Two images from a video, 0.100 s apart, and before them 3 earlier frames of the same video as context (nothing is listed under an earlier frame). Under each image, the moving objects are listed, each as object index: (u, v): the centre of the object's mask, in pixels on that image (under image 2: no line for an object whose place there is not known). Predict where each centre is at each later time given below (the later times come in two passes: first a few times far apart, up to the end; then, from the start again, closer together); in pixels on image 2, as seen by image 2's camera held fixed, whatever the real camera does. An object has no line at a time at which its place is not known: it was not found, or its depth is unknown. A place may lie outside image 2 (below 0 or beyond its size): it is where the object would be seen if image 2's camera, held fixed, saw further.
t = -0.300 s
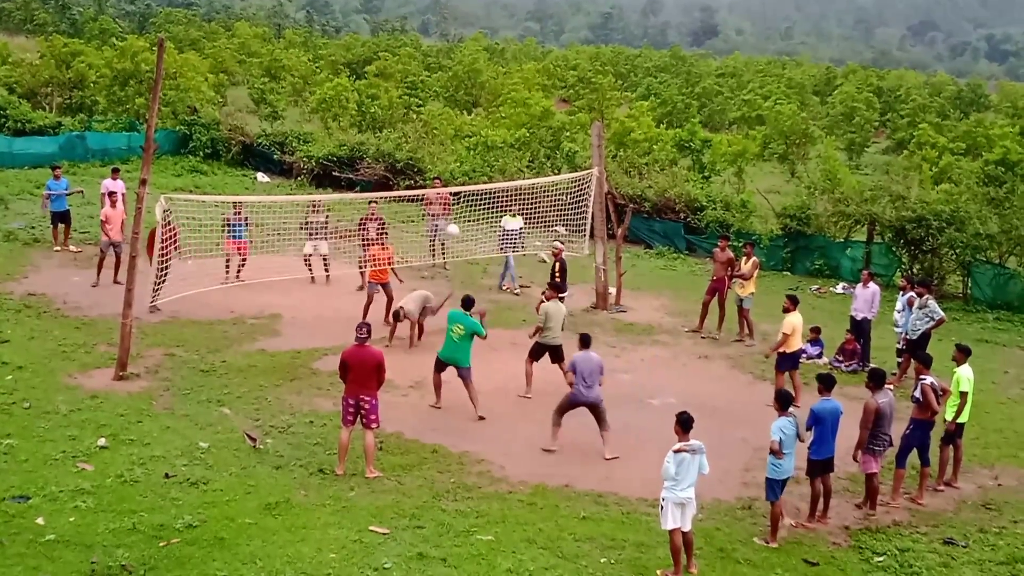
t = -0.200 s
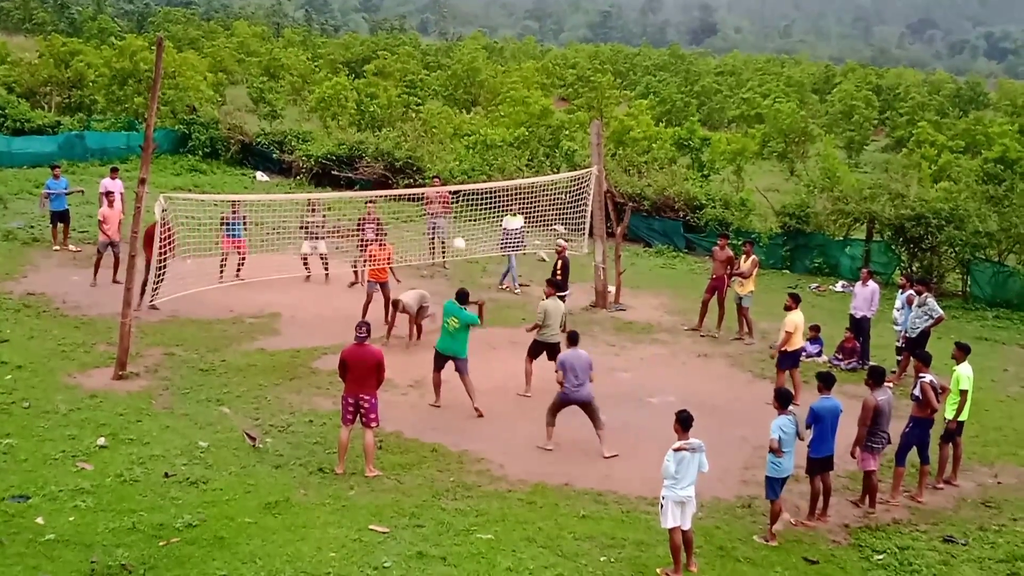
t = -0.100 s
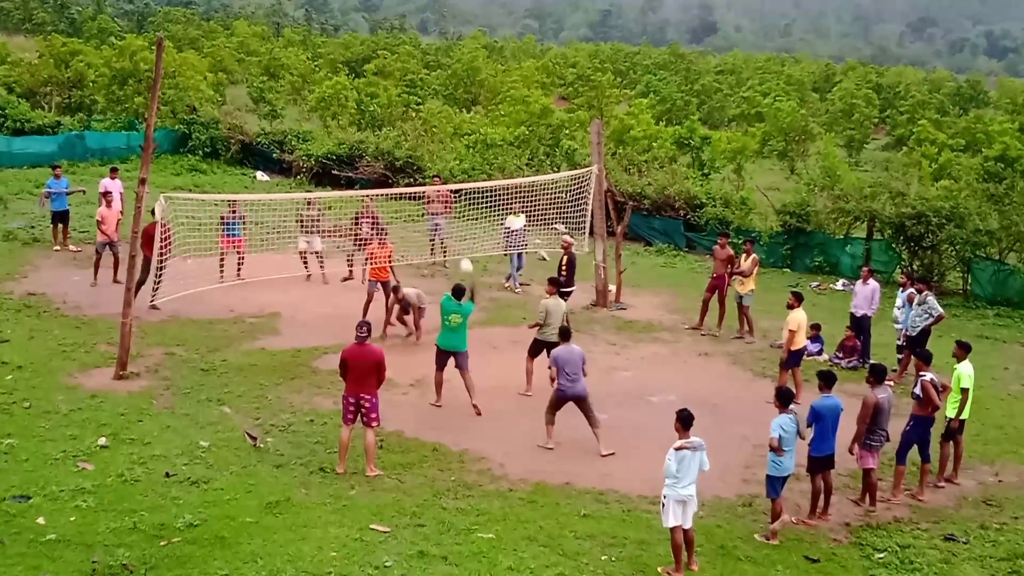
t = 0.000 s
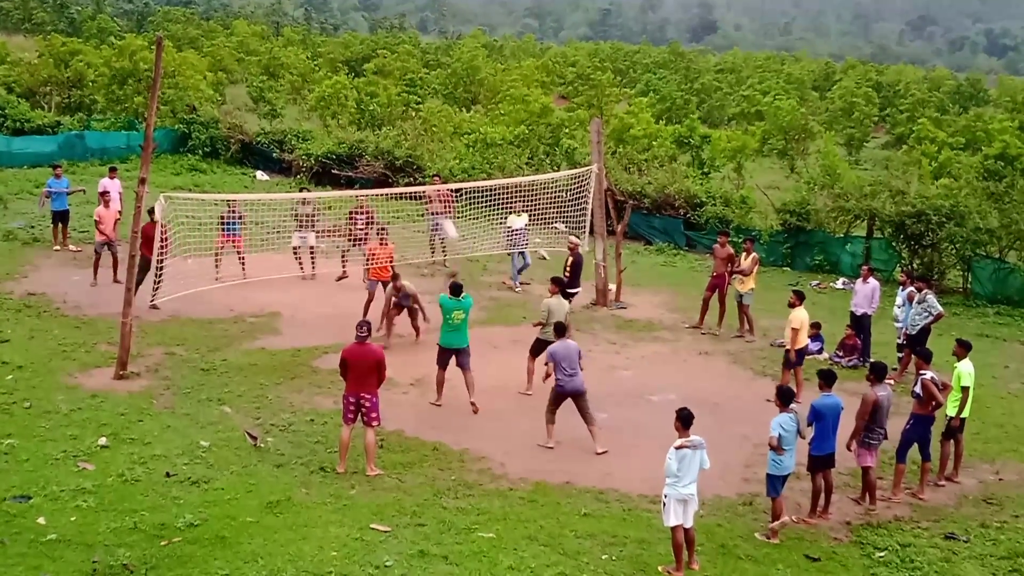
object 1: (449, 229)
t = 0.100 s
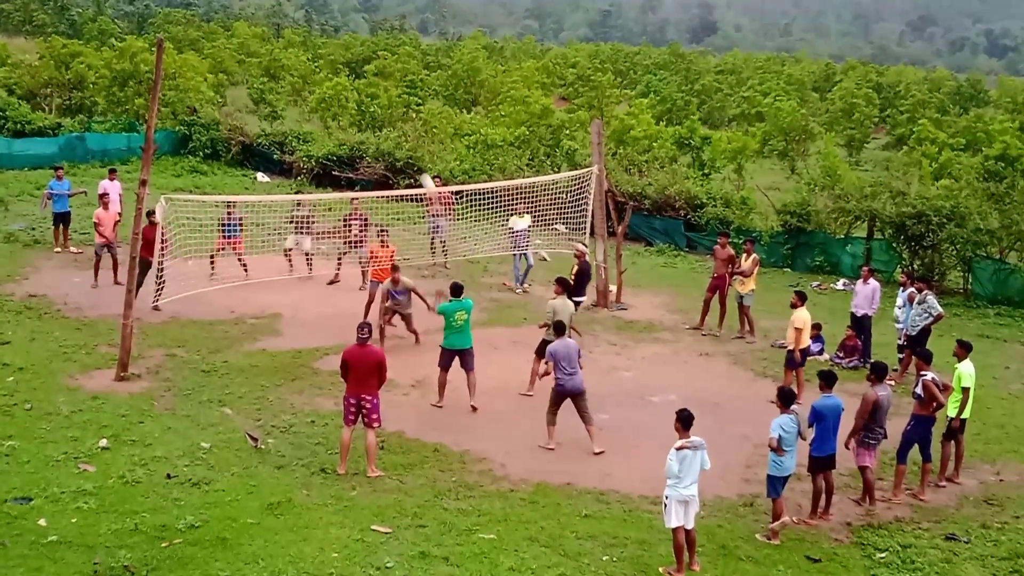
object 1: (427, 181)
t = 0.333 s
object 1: (381, 110)
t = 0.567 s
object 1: (341, 80)
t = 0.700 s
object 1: (319, 79)
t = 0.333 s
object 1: (381, 110)
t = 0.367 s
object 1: (374, 103)
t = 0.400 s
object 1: (367, 96)
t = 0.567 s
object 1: (341, 80)
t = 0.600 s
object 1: (335, 79)
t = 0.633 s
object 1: (330, 78)
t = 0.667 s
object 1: (324, 78)
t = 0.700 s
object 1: (319, 79)
